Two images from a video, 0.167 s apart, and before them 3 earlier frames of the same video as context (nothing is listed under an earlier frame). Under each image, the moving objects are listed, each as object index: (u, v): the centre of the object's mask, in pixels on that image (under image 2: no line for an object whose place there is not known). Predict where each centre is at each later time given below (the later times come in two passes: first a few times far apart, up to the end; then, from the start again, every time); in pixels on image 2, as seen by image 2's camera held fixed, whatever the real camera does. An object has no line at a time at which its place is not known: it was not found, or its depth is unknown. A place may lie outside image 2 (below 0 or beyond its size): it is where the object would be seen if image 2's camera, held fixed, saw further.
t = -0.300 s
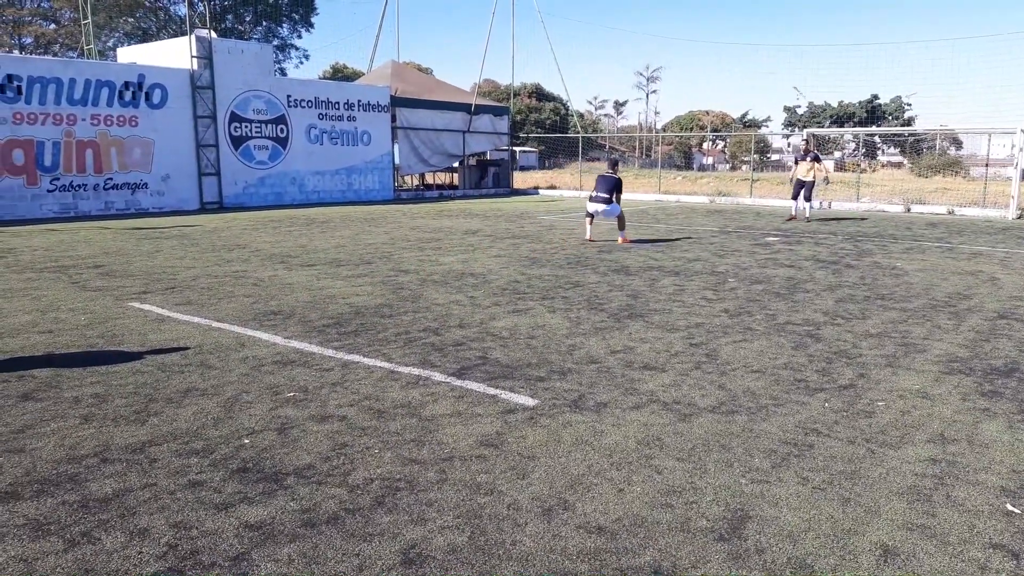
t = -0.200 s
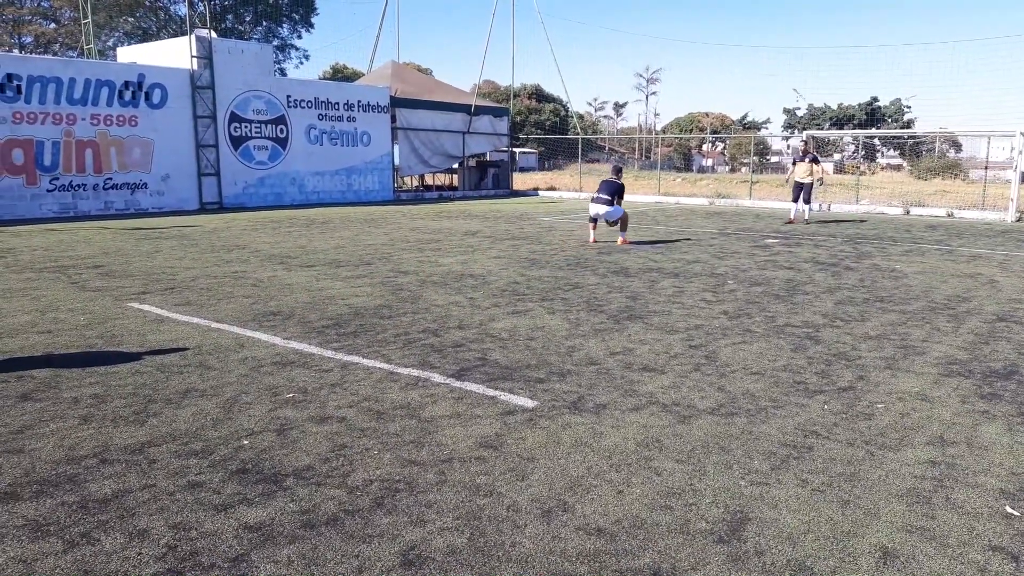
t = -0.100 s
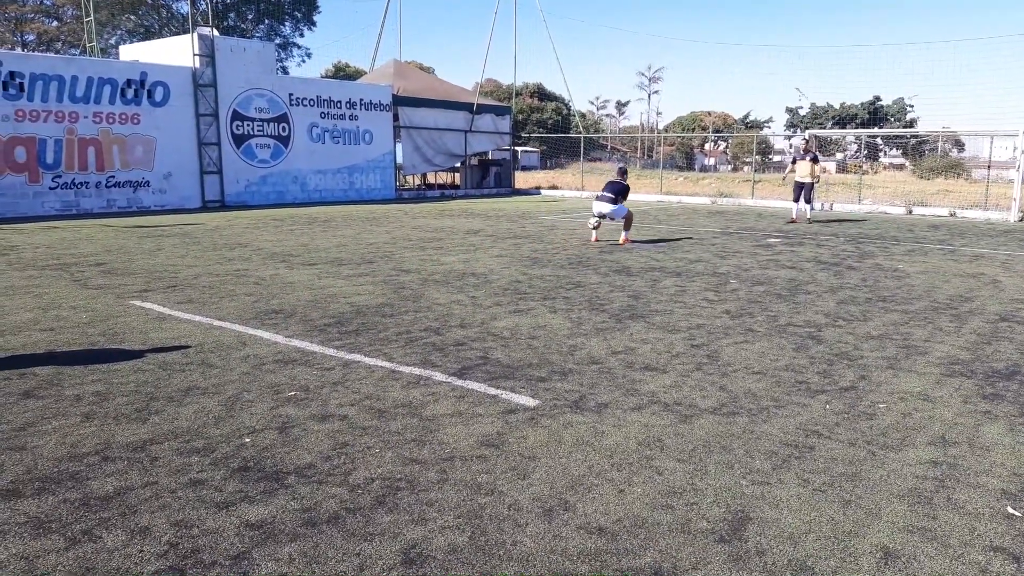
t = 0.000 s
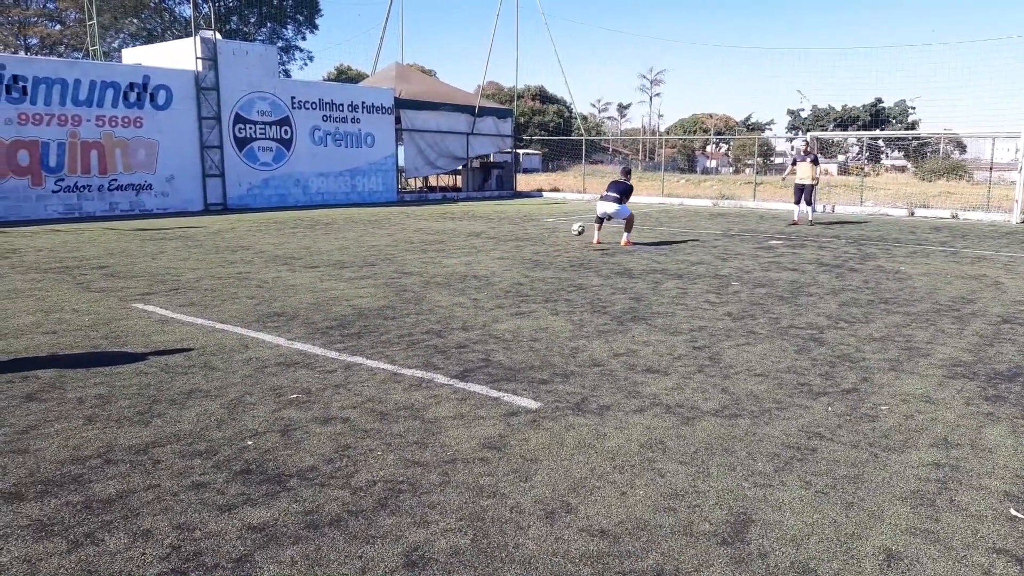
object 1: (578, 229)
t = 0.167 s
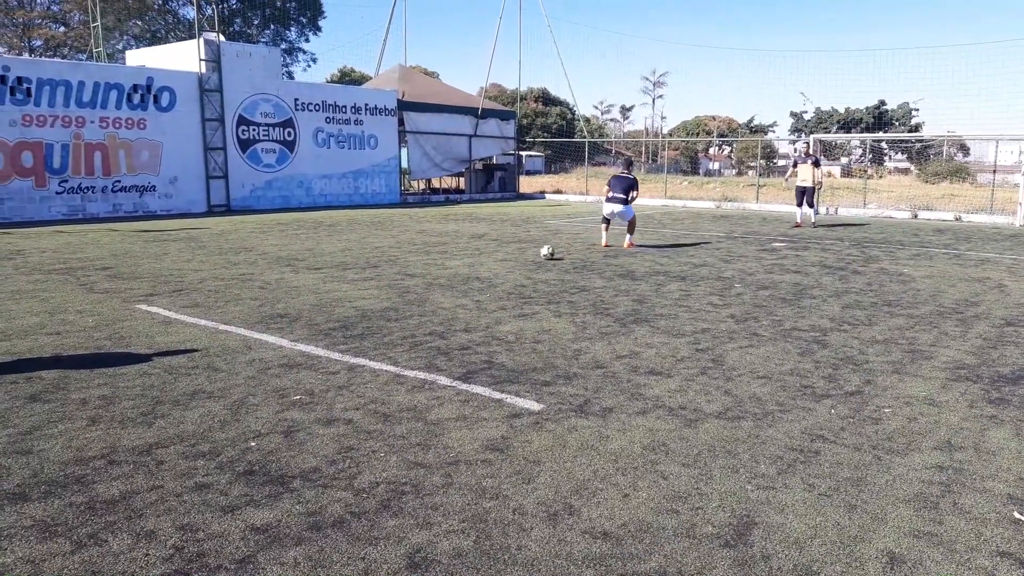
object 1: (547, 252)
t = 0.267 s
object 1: (534, 245)
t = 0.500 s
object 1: (502, 252)
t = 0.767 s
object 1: (460, 264)
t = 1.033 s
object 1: (410, 276)
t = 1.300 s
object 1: (352, 290)
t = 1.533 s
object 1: (294, 297)
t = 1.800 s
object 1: (221, 311)
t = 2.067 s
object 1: (135, 328)
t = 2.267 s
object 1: (59, 343)
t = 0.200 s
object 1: (543, 251)
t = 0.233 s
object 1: (538, 248)
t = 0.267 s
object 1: (534, 245)
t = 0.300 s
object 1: (530, 244)
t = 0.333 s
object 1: (525, 244)
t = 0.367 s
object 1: (521, 243)
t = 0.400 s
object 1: (516, 244)
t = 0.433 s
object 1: (512, 246)
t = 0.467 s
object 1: (507, 248)
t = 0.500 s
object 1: (502, 252)
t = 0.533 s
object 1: (498, 256)
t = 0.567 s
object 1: (493, 261)
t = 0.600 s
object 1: (487, 263)
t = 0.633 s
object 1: (482, 261)
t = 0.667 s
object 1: (476, 261)
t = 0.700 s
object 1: (471, 261)
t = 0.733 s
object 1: (465, 262)
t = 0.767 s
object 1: (460, 264)
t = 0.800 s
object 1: (454, 266)
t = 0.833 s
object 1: (448, 270)
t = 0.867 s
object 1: (441, 272)
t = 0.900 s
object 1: (435, 271)
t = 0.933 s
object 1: (430, 271)
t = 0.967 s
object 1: (423, 271)
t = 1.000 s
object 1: (416, 273)
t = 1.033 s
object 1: (410, 276)
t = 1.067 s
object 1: (403, 280)
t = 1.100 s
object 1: (396, 280)
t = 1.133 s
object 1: (390, 279)
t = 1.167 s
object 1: (382, 278)
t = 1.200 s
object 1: (375, 280)
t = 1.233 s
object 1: (367, 282)
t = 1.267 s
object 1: (360, 286)
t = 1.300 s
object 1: (352, 290)
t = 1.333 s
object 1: (344, 289)
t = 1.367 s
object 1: (337, 289)
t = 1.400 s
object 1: (328, 291)
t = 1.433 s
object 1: (320, 293)
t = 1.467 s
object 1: (311, 296)
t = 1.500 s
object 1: (303, 297)
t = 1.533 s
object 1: (294, 297)
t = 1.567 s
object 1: (287, 297)
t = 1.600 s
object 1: (277, 299)
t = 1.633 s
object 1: (268, 302)
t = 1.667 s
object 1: (259, 306)
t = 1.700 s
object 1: (250, 306)
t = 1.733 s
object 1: (240, 307)
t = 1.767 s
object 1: (231, 308)
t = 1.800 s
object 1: (221, 311)
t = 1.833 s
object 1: (211, 315)
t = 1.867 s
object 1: (200, 317)
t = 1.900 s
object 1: (189, 317)
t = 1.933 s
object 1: (179, 319)
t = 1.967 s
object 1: (169, 321)
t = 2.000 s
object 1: (158, 325)
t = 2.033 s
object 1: (146, 328)
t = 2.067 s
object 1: (135, 328)
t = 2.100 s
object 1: (122, 331)
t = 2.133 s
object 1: (110, 335)
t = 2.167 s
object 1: (97, 335)
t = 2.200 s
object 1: (85, 337)
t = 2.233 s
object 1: (72, 341)
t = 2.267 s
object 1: (59, 343)
